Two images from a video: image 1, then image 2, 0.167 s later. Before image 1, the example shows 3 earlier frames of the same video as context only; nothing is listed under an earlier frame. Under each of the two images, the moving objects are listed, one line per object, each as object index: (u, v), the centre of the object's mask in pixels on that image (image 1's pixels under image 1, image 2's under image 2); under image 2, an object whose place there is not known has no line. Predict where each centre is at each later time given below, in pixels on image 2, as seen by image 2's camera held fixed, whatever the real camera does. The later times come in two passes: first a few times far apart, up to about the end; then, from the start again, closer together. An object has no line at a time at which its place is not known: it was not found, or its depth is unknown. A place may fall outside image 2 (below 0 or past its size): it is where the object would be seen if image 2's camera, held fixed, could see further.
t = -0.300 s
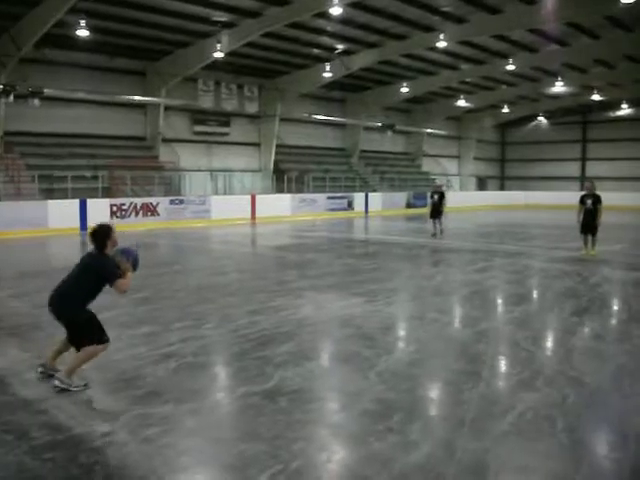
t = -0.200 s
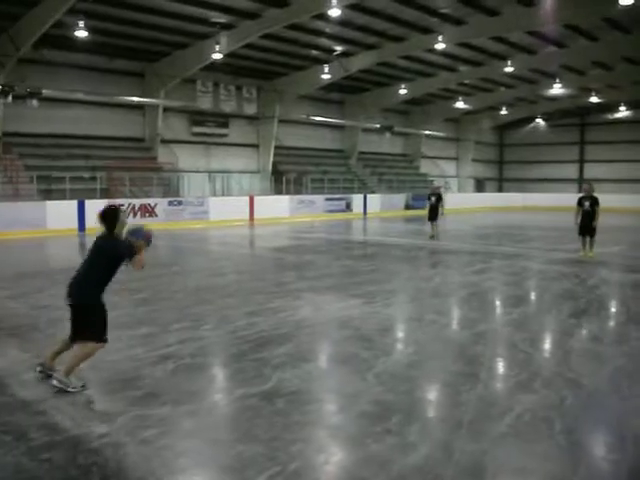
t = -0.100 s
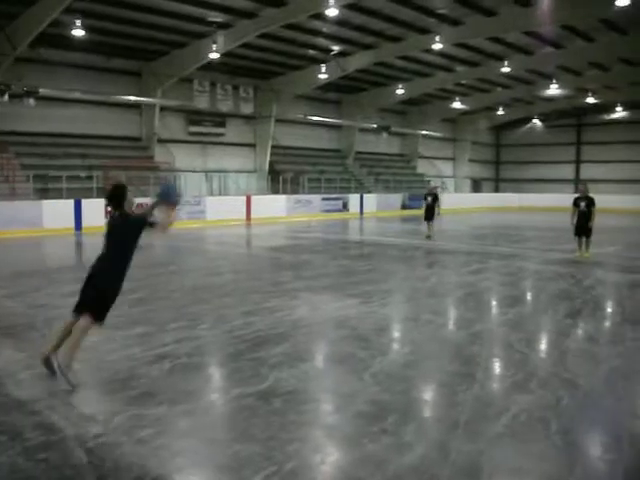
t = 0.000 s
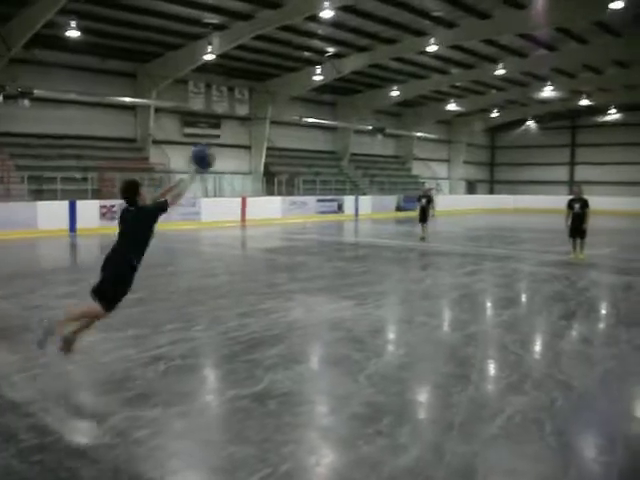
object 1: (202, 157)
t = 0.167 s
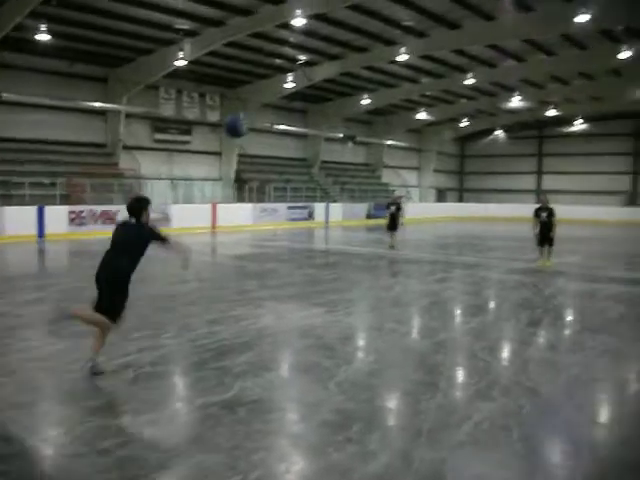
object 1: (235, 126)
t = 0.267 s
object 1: (263, 119)
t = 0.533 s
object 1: (330, 136)
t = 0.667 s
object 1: (355, 160)
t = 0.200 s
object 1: (244, 122)
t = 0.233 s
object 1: (254, 121)
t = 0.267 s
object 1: (263, 119)
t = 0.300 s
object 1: (272, 119)
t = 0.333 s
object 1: (281, 119)
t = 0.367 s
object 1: (291, 118)
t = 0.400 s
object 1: (299, 121)
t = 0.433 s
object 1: (308, 122)
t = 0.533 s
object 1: (330, 136)
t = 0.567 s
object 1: (338, 140)
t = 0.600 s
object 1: (343, 144)
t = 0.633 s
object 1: (350, 152)
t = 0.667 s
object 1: (355, 160)
